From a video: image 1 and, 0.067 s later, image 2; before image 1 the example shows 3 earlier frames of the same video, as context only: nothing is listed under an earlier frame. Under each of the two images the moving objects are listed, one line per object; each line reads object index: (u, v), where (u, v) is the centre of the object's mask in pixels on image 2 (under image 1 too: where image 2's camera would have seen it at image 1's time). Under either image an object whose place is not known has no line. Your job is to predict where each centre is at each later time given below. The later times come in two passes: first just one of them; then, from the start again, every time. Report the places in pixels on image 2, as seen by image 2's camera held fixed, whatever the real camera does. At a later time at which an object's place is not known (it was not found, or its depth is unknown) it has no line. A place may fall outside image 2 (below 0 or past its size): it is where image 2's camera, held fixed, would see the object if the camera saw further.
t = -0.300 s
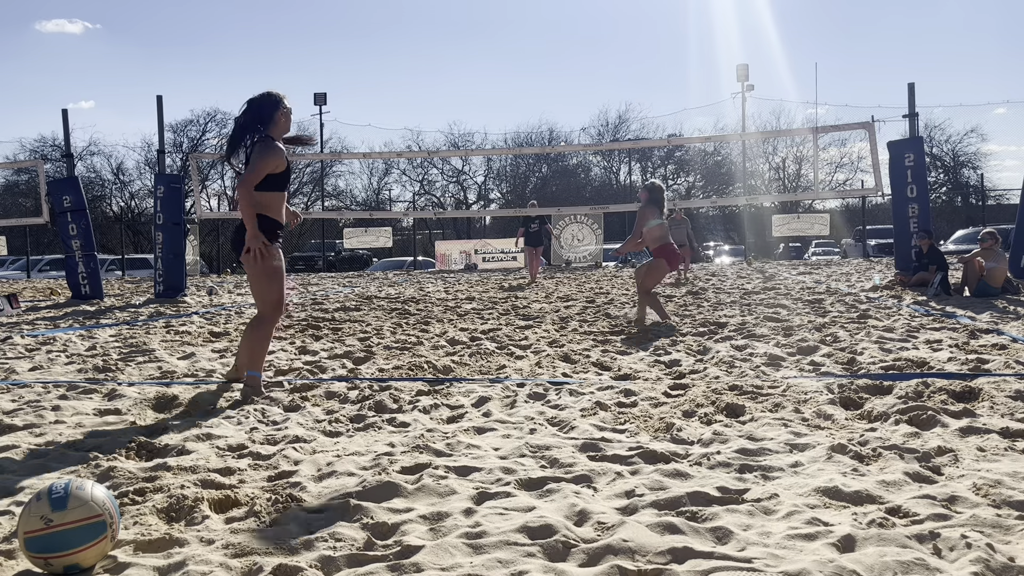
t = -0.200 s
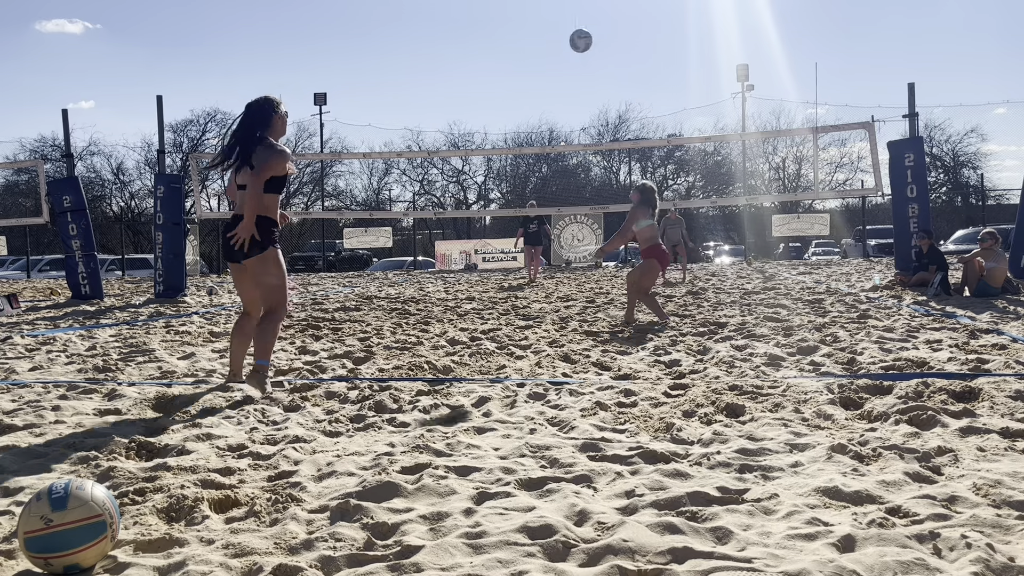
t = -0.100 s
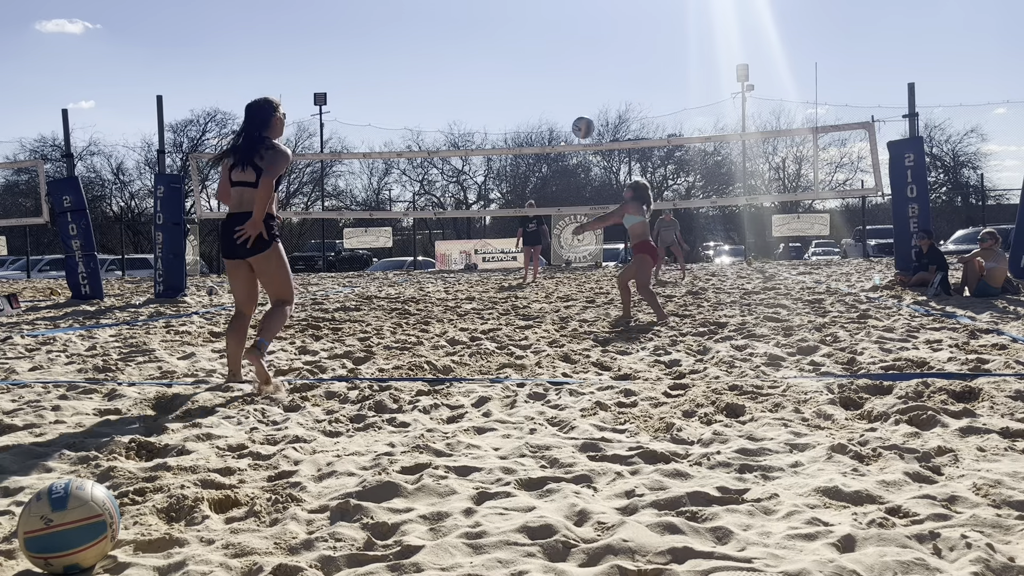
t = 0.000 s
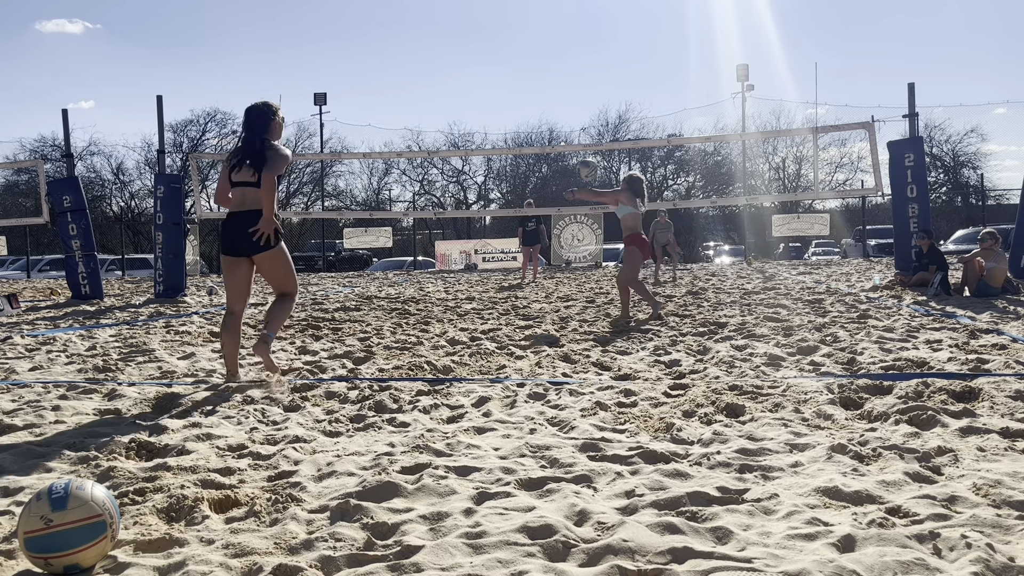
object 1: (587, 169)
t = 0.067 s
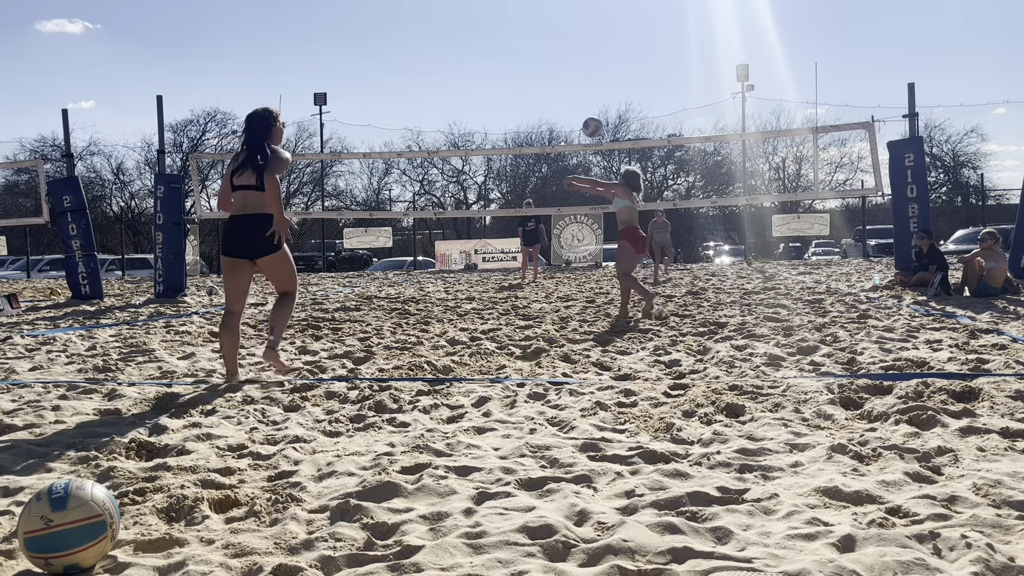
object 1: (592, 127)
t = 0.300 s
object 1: (610, 33)
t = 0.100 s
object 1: (595, 108)
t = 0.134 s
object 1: (598, 91)
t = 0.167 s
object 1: (600, 76)
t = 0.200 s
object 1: (603, 63)
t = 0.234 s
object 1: (605, 52)
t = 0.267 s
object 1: (608, 42)
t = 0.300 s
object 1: (610, 33)
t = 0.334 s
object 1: (612, 25)
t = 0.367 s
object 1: (614, 19)
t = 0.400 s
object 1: (617, 14)
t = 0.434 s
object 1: (619, 9)
